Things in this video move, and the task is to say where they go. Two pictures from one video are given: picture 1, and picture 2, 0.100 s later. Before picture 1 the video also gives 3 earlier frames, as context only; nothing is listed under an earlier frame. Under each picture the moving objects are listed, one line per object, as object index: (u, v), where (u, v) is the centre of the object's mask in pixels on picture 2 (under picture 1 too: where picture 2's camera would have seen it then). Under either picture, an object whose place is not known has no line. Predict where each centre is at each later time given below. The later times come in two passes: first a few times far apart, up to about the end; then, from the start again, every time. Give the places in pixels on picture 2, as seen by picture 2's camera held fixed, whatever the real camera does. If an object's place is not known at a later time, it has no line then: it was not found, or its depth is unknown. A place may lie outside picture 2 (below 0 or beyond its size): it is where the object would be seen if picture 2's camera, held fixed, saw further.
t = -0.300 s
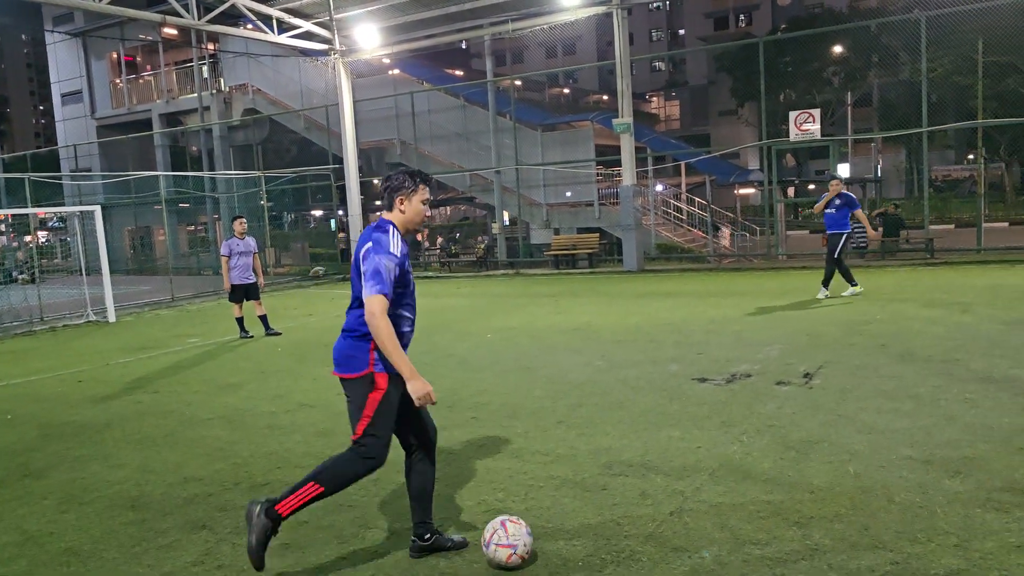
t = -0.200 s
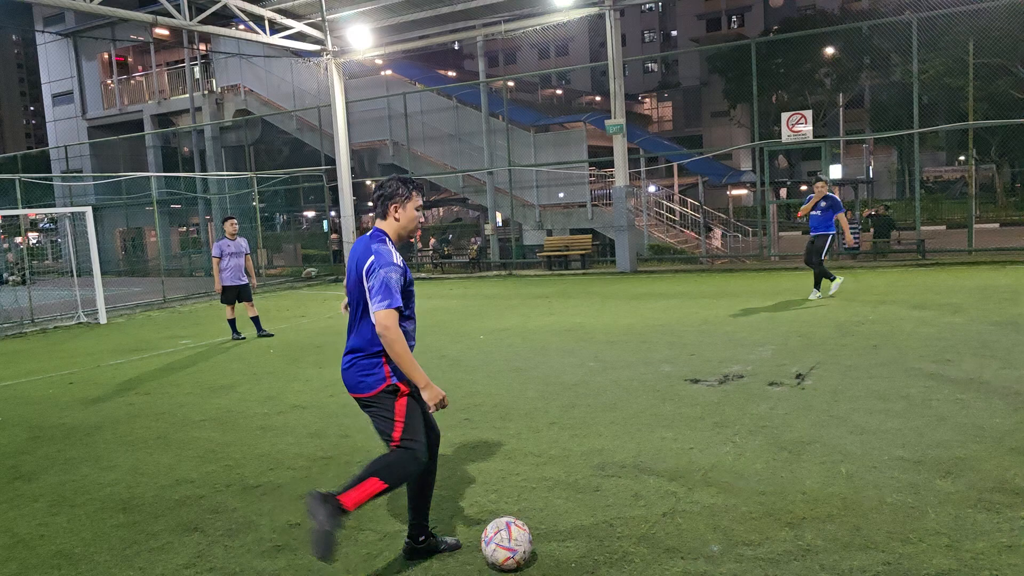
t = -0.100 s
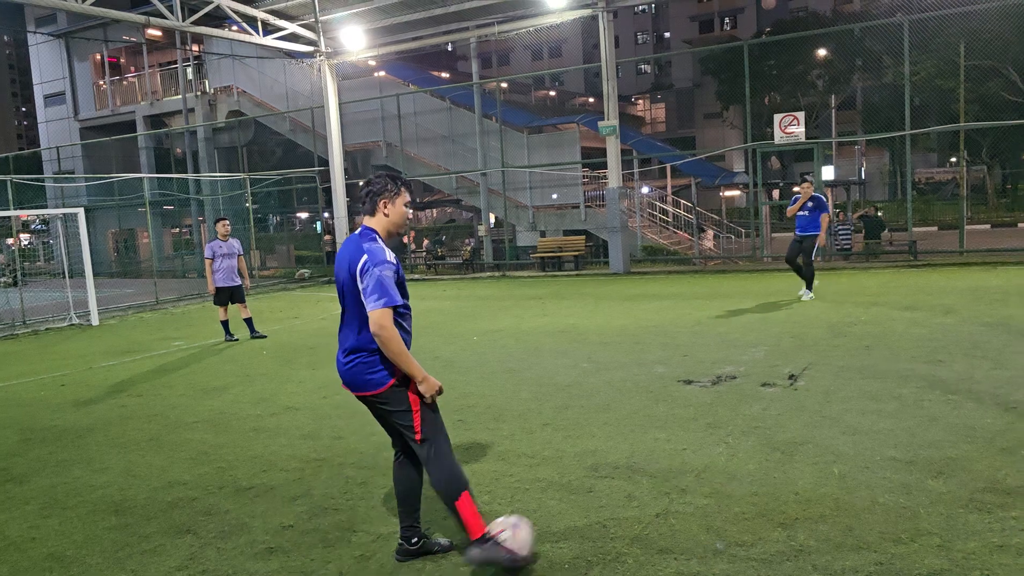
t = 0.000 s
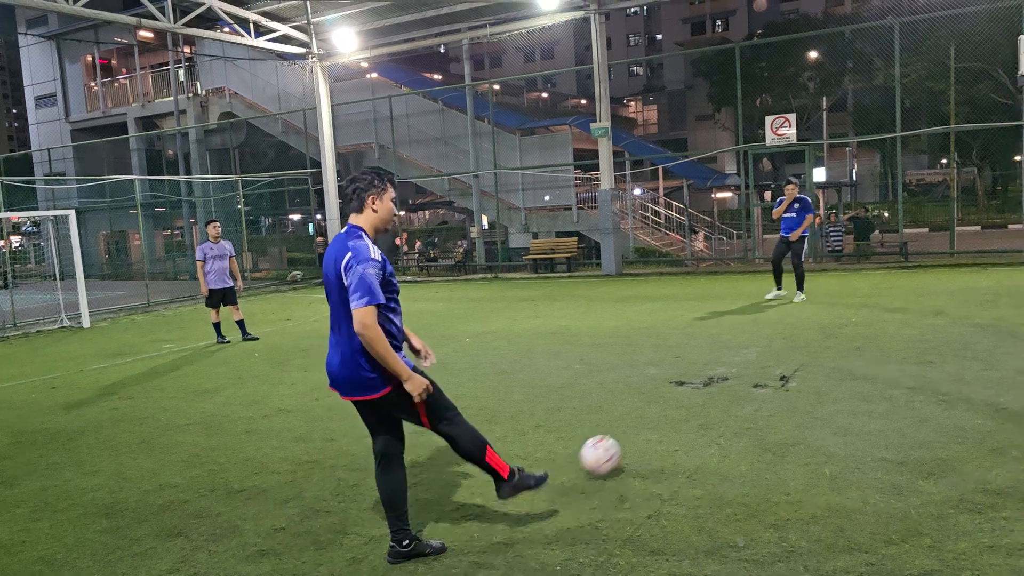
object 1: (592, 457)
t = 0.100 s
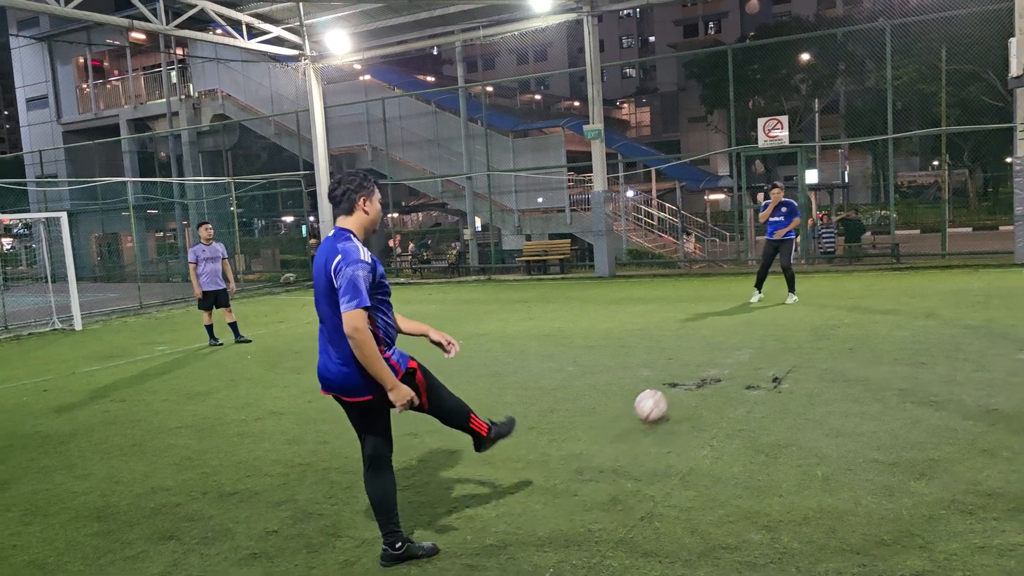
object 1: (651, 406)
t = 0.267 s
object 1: (707, 359)
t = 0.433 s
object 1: (738, 332)
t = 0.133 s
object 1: (665, 392)
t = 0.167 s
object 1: (678, 382)
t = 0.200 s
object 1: (690, 374)
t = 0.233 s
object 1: (699, 369)
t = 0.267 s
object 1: (707, 359)
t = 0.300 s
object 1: (714, 351)
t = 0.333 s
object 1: (721, 344)
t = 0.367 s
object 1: (727, 339)
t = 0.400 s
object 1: (733, 335)
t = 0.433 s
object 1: (738, 332)
